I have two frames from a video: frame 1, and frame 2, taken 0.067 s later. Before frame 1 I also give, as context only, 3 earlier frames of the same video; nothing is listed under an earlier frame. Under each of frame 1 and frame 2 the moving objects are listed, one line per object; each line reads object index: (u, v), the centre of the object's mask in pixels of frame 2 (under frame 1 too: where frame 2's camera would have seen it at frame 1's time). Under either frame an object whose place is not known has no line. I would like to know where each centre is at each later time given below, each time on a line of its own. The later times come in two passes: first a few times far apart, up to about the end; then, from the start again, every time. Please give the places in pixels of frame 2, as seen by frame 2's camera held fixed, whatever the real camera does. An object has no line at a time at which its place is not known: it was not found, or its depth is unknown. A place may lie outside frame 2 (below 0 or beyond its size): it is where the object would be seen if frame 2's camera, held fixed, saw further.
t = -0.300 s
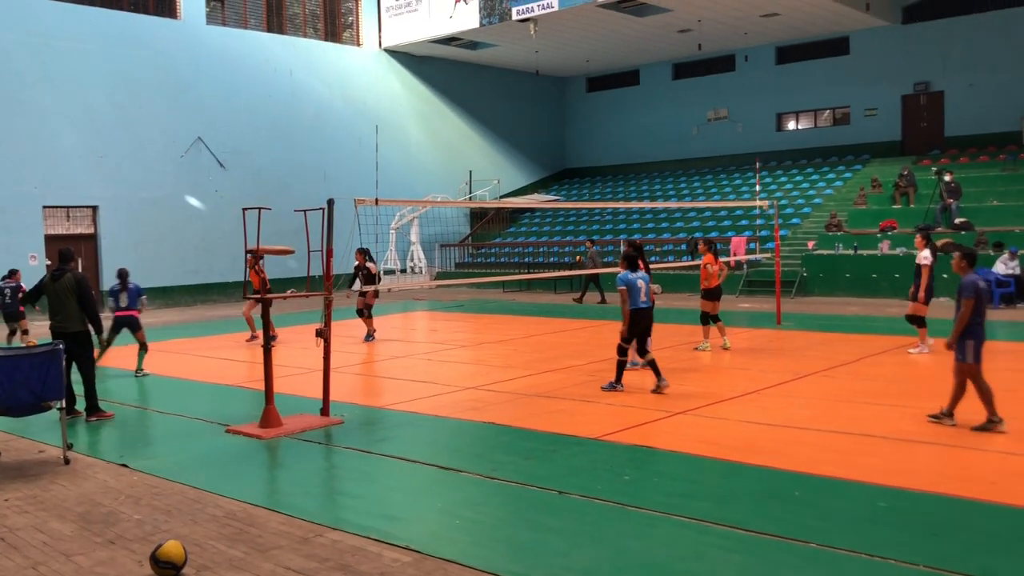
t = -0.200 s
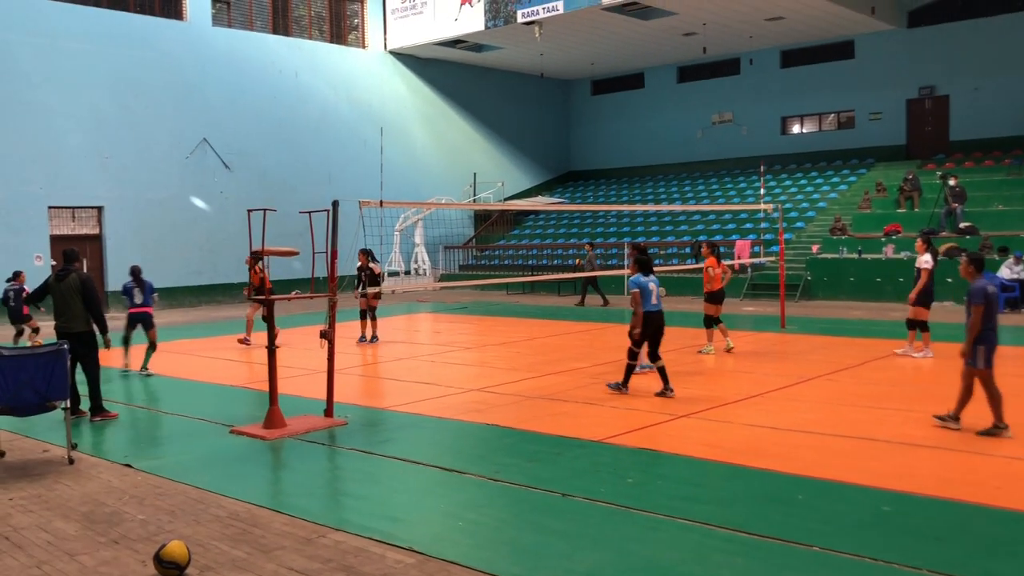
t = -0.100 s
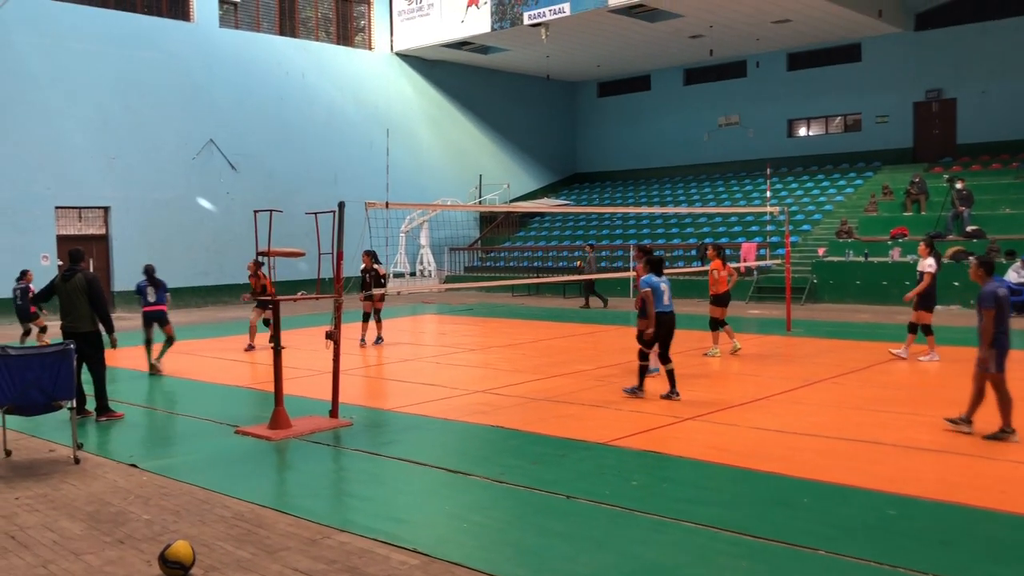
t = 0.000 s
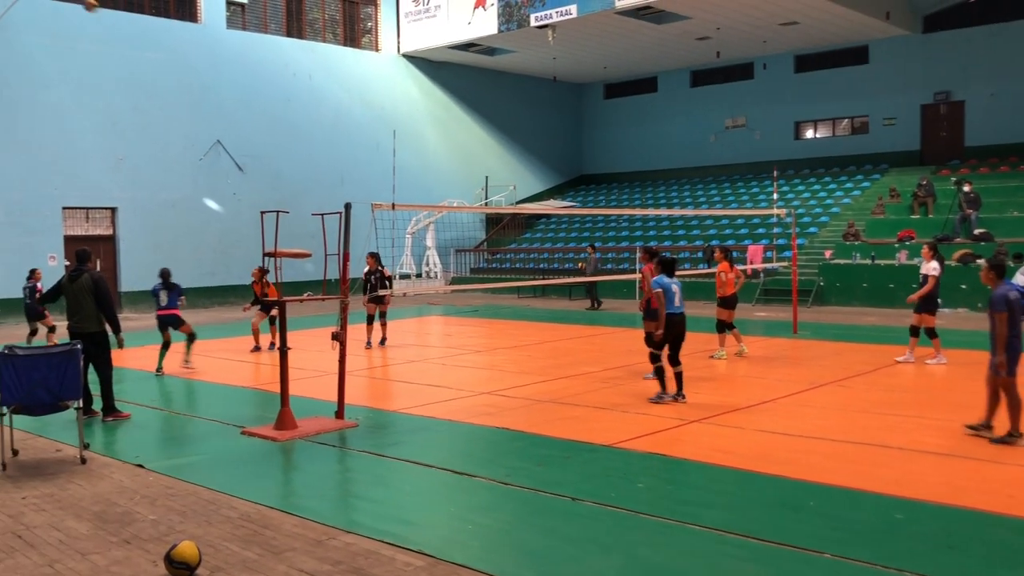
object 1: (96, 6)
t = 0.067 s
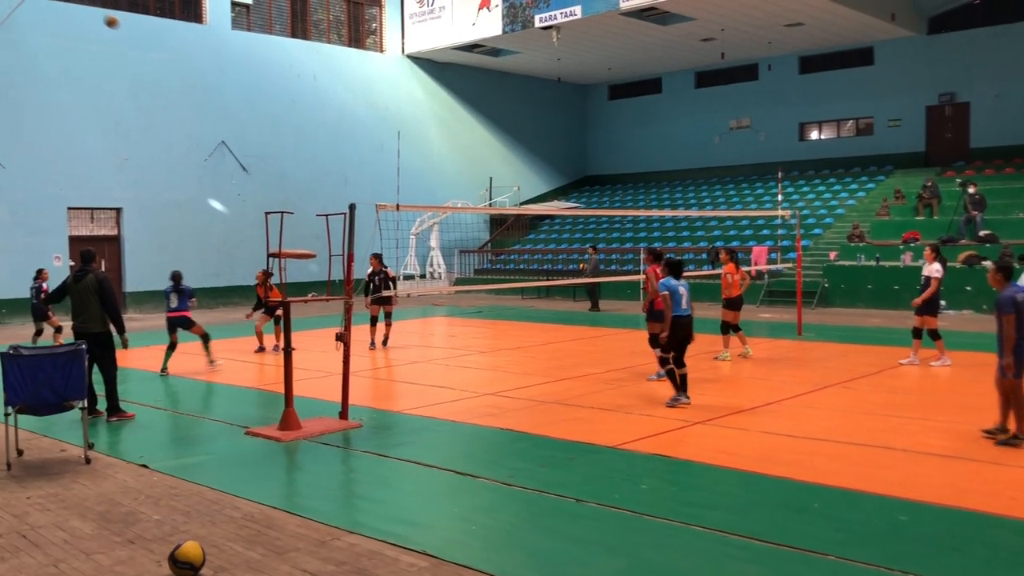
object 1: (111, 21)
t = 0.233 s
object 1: (149, 70)
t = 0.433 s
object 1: (195, 152)
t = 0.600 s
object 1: (230, 238)
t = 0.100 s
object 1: (118, 29)
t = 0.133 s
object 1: (127, 38)
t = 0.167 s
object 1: (134, 48)
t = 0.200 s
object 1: (142, 59)
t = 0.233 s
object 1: (149, 70)
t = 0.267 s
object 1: (157, 81)
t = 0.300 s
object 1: (164, 94)
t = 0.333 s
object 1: (173, 108)
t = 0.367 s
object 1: (180, 122)
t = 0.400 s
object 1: (187, 136)
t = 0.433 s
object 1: (195, 152)
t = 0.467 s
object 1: (203, 168)
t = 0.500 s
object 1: (209, 184)
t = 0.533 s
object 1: (217, 201)
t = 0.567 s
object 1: (224, 220)
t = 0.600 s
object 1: (230, 238)
